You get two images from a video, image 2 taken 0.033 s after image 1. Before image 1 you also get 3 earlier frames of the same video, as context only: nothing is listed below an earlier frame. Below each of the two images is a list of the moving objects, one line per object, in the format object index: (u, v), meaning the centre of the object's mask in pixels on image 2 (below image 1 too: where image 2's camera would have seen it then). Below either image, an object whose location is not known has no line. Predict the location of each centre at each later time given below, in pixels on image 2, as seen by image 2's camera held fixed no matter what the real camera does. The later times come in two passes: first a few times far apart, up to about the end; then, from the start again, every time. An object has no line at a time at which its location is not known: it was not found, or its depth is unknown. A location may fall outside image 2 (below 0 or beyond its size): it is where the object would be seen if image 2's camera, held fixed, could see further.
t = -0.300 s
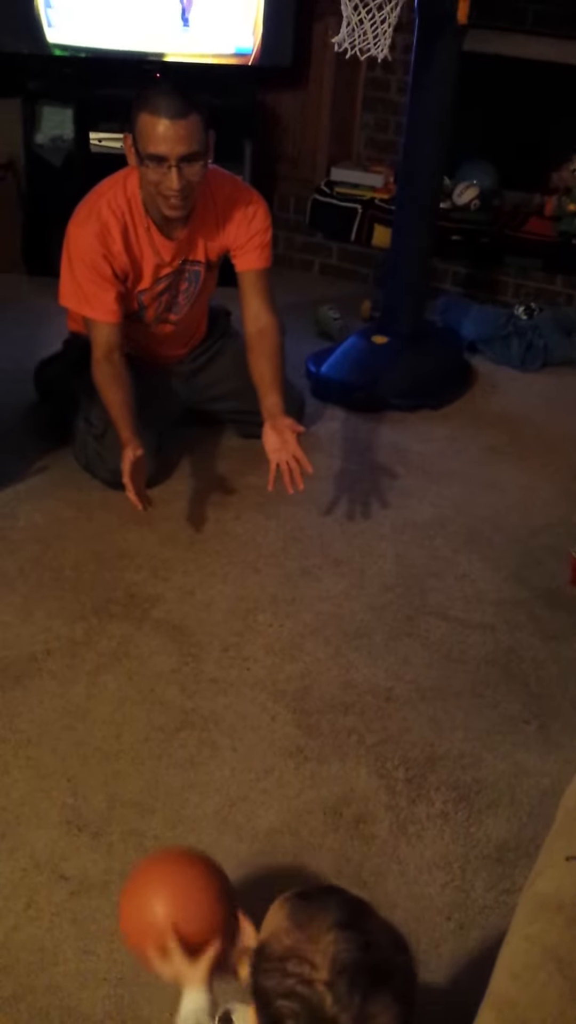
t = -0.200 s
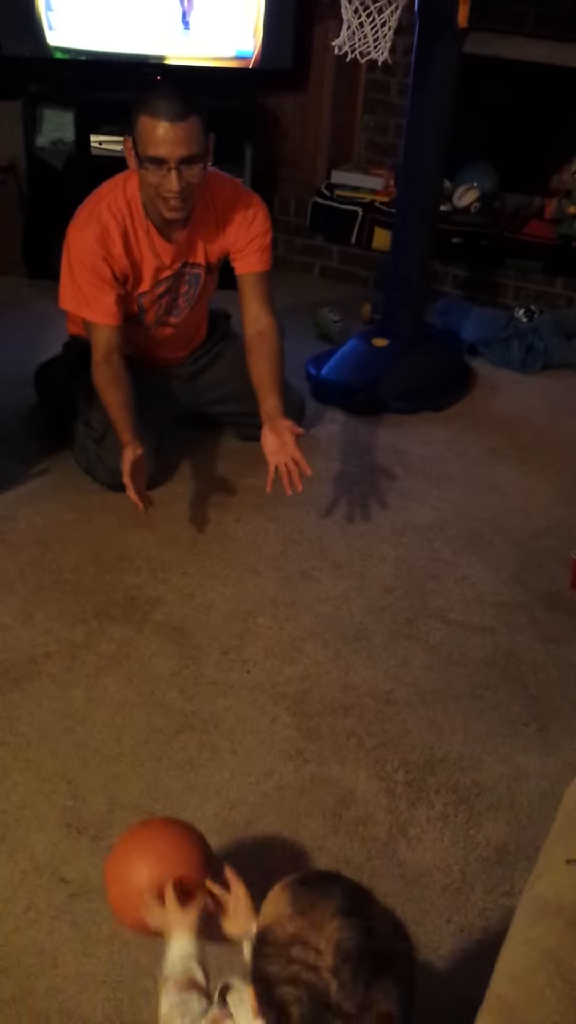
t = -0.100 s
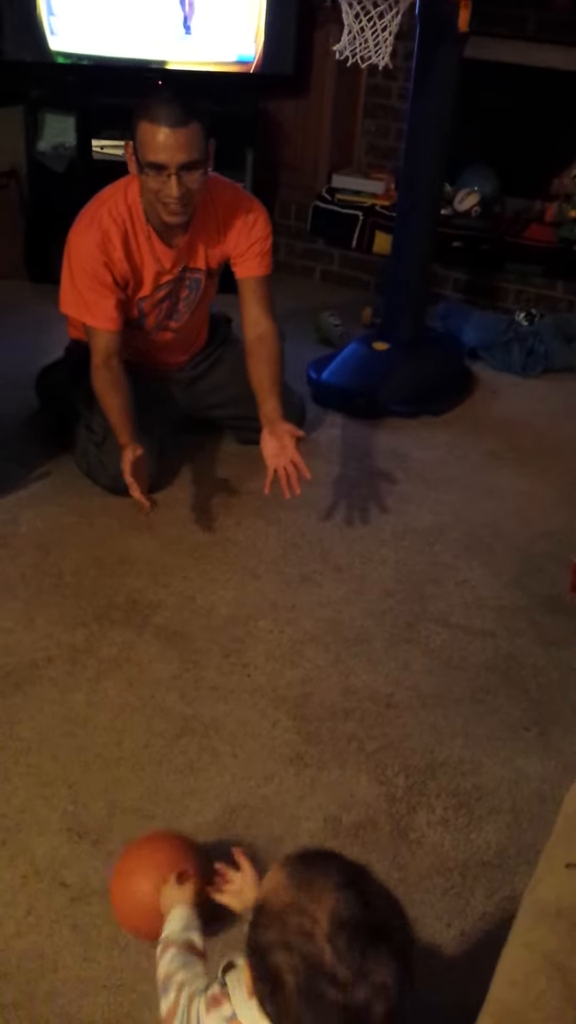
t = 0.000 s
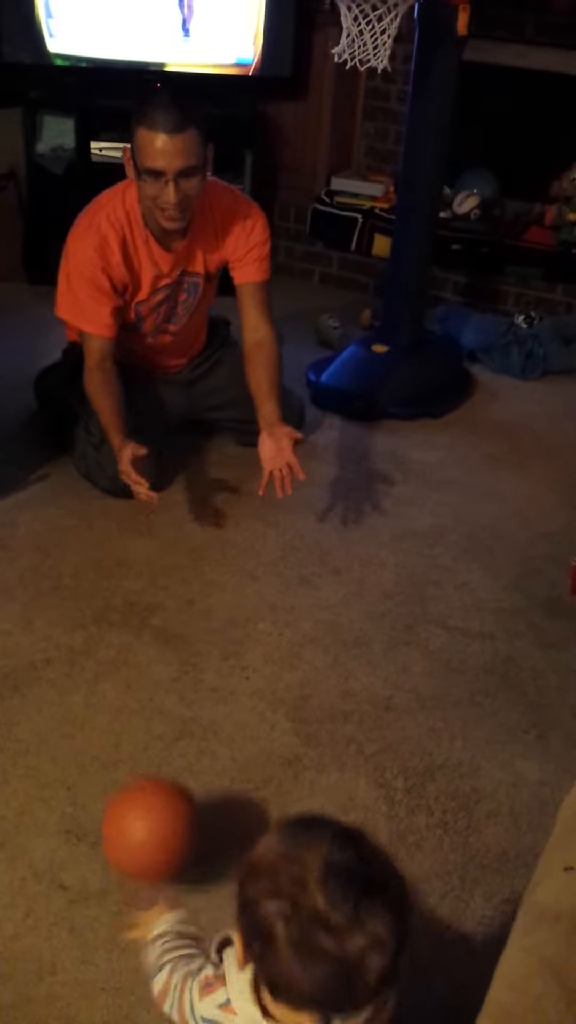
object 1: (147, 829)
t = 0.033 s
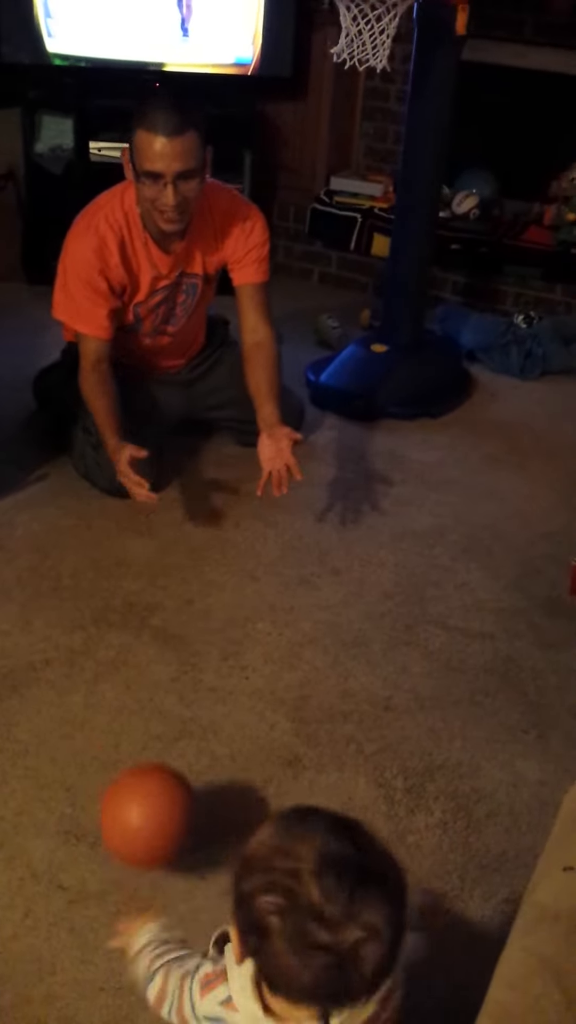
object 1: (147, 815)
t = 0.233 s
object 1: (136, 768)
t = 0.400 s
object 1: (130, 732)
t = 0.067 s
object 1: (145, 807)
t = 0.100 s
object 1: (142, 805)
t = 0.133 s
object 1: (139, 807)
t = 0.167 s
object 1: (137, 797)
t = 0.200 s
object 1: (138, 780)
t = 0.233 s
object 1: (136, 768)
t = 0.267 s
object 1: (134, 761)
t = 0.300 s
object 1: (133, 759)
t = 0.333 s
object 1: (132, 757)
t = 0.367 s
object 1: (132, 743)
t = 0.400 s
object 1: (130, 732)
